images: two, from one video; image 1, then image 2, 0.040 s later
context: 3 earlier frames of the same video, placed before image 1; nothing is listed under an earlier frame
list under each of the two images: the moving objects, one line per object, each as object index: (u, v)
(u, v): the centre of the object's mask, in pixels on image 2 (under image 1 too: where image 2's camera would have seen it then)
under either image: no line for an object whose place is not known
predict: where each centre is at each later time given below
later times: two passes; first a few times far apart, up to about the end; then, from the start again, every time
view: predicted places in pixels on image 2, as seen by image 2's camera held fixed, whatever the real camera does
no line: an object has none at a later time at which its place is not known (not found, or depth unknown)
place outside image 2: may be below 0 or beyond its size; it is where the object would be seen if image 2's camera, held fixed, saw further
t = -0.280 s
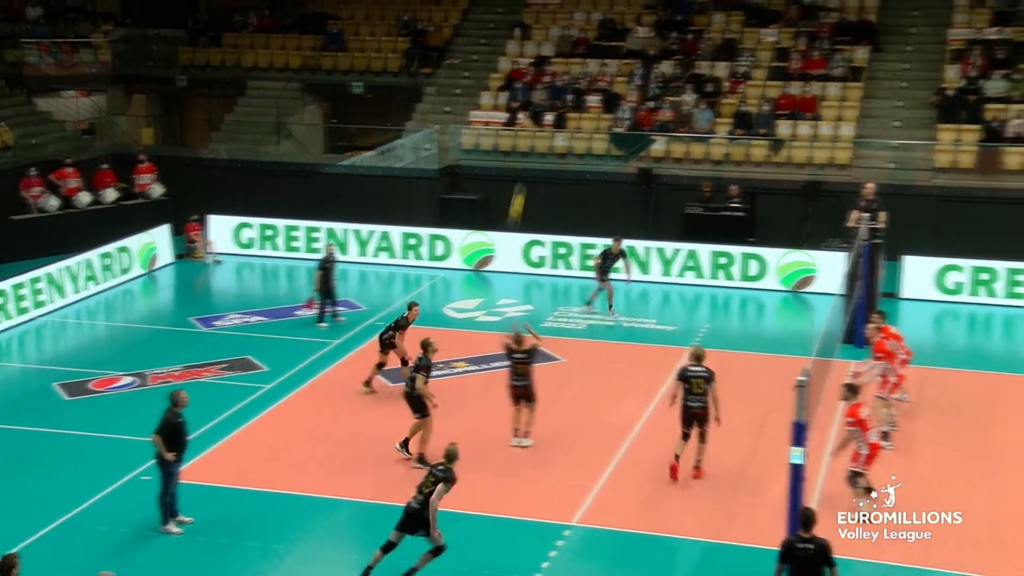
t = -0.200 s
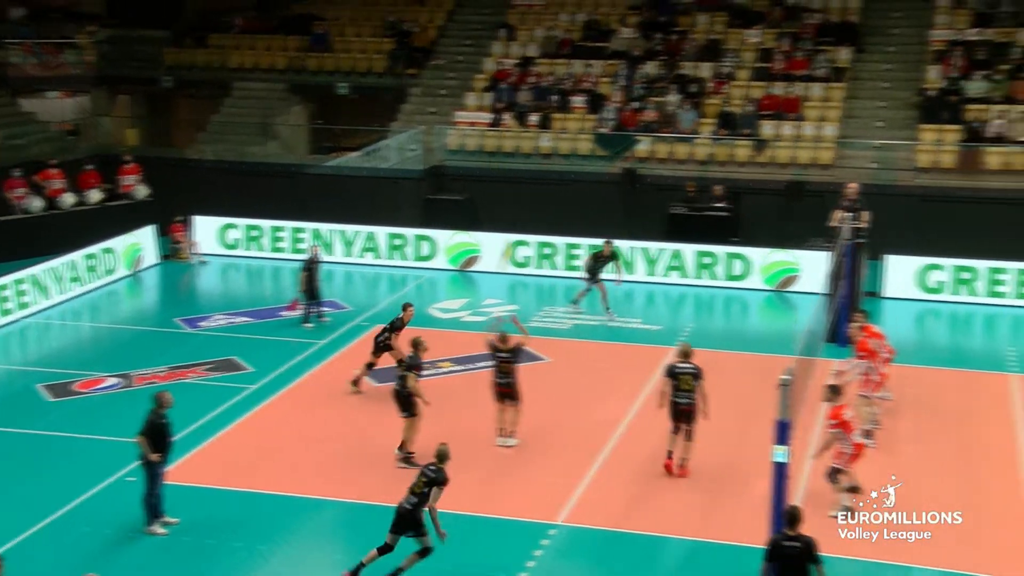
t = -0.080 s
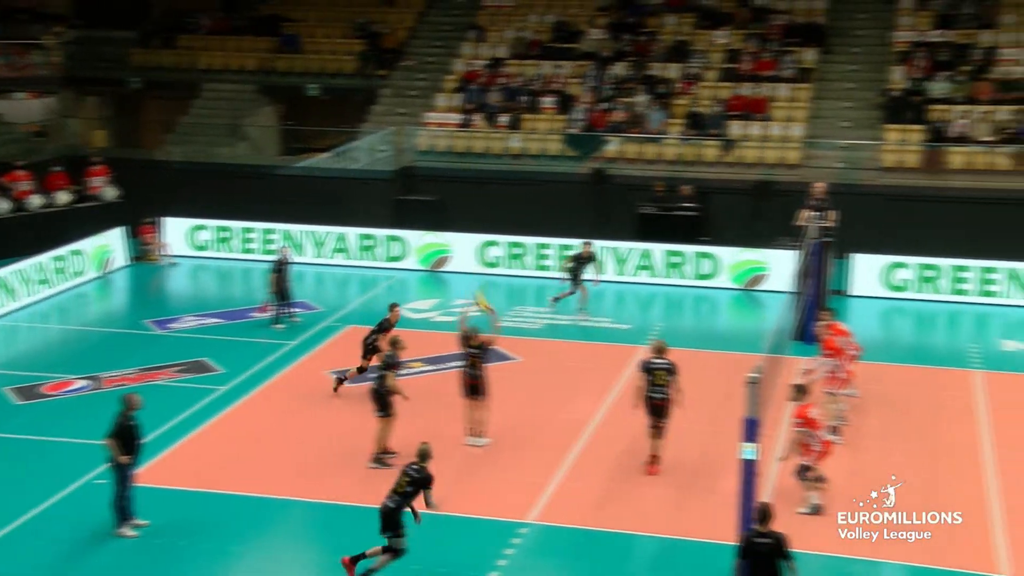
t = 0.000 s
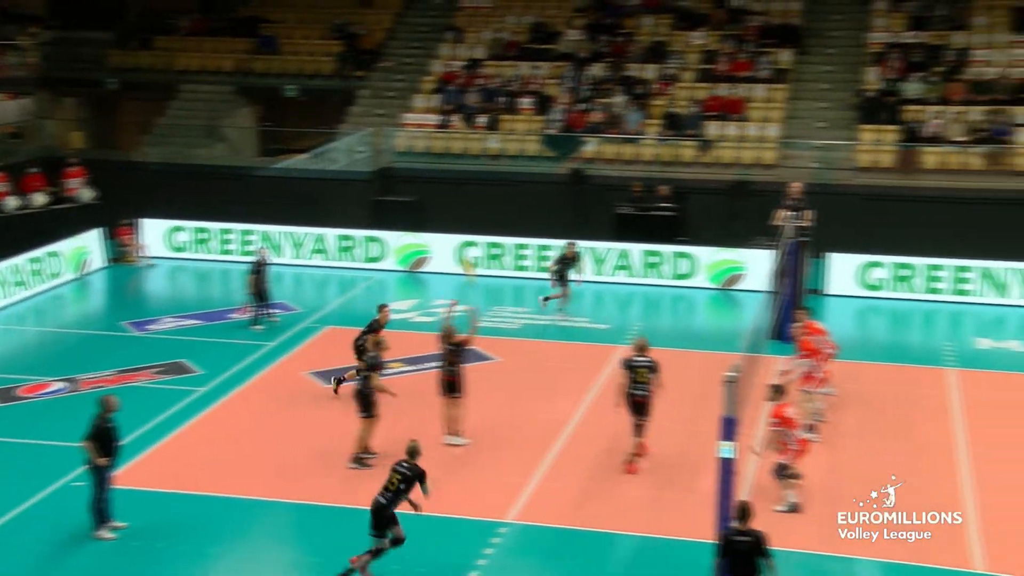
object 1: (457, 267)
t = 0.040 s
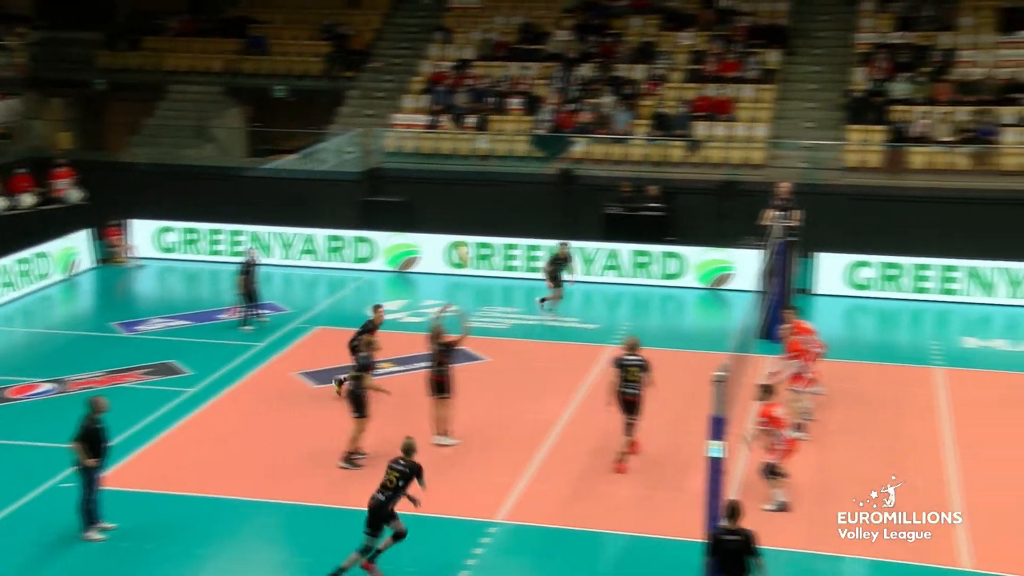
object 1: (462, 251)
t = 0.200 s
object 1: (479, 198)
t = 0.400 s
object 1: (501, 154)
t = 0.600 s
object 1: (524, 135)
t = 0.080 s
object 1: (465, 233)
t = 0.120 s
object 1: (471, 223)
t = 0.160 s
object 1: (475, 210)
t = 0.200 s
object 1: (479, 198)
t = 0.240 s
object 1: (483, 188)
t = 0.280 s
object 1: (488, 178)
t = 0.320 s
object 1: (492, 169)
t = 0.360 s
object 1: (497, 160)
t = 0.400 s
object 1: (501, 154)
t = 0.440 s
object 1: (506, 148)
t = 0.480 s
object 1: (510, 143)
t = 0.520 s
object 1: (514, 140)
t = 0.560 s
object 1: (519, 137)
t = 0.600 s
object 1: (524, 135)
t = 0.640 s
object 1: (529, 135)
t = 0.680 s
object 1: (532, 137)
